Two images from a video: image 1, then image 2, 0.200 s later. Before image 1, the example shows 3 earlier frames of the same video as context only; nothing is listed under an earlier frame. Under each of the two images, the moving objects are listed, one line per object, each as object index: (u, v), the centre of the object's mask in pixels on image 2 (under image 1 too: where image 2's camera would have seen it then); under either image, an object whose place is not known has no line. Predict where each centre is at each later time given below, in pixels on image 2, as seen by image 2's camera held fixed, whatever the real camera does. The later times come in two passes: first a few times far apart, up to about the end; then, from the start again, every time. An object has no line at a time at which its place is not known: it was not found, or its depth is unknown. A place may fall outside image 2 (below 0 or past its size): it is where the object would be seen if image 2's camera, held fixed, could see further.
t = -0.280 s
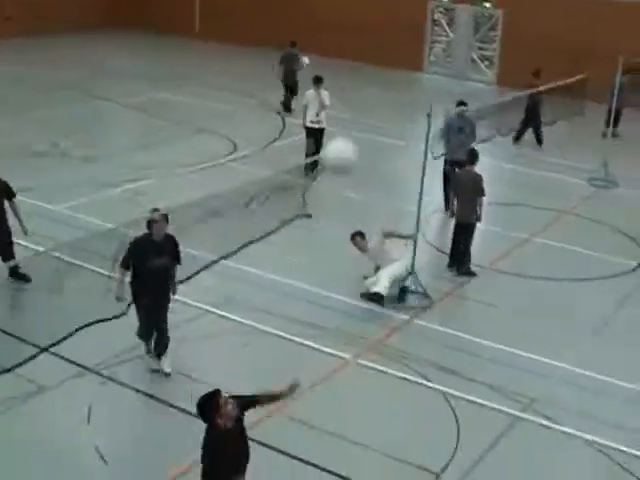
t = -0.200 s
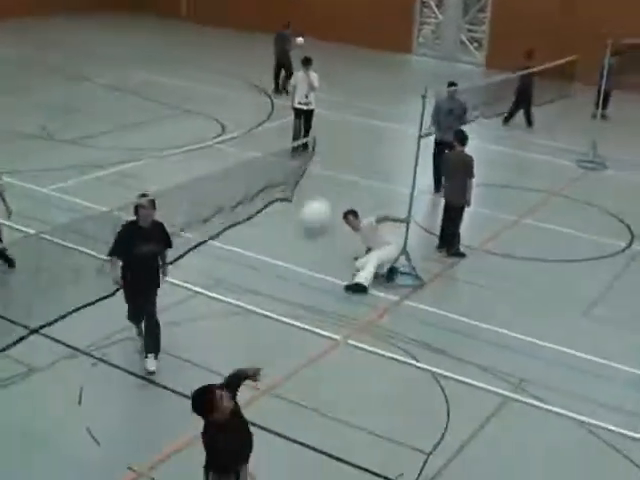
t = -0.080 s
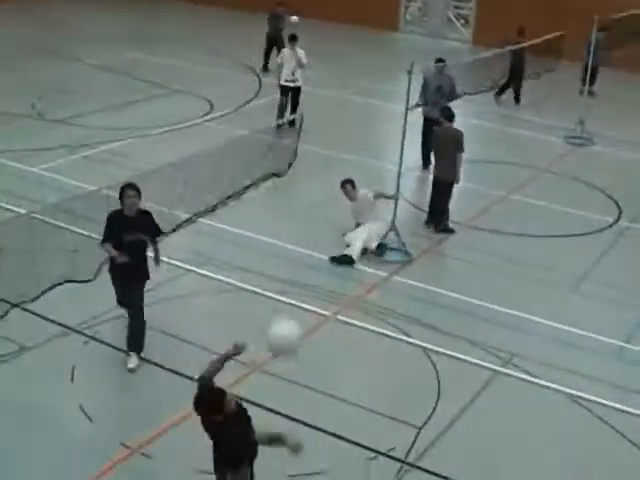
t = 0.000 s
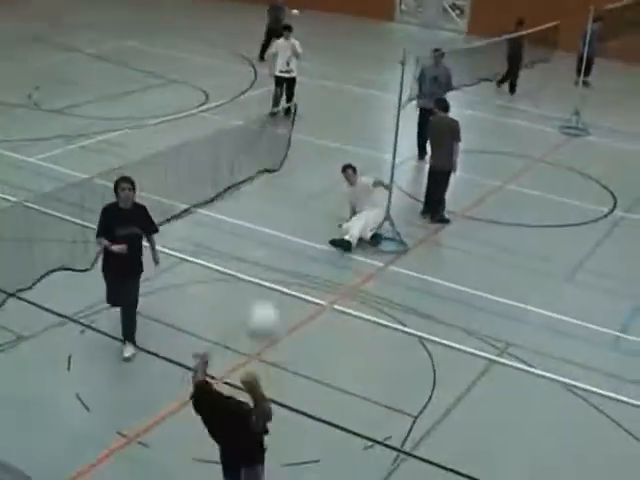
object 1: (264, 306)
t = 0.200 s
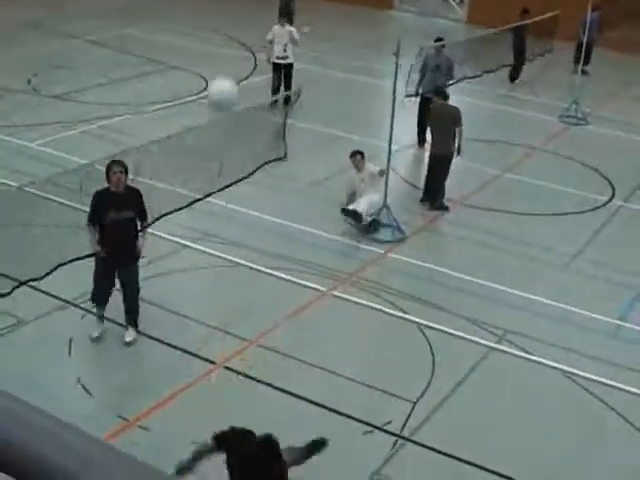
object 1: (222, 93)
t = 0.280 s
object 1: (209, 37)
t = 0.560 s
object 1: (165, -56)
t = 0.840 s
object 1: (133, -37)
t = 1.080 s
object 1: (114, 39)
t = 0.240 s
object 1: (216, 61)
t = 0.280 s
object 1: (209, 37)
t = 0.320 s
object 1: (203, 17)
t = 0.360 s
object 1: (195, -6)
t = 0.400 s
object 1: (189, -19)
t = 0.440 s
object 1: (183, -32)
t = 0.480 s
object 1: (177, -43)
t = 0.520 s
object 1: (170, -51)
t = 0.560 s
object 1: (165, -56)
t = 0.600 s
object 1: (160, -60)
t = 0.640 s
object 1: (155, -61)
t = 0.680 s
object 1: (150, -60)
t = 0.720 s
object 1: (146, -56)
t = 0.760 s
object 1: (141, -51)
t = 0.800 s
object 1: (137, -45)
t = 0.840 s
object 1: (133, -37)
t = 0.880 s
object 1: (130, -28)
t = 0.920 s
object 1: (125, -17)
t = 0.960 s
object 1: (122, -3)
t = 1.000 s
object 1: (117, 9)
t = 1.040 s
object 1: (117, 23)
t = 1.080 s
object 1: (114, 39)
